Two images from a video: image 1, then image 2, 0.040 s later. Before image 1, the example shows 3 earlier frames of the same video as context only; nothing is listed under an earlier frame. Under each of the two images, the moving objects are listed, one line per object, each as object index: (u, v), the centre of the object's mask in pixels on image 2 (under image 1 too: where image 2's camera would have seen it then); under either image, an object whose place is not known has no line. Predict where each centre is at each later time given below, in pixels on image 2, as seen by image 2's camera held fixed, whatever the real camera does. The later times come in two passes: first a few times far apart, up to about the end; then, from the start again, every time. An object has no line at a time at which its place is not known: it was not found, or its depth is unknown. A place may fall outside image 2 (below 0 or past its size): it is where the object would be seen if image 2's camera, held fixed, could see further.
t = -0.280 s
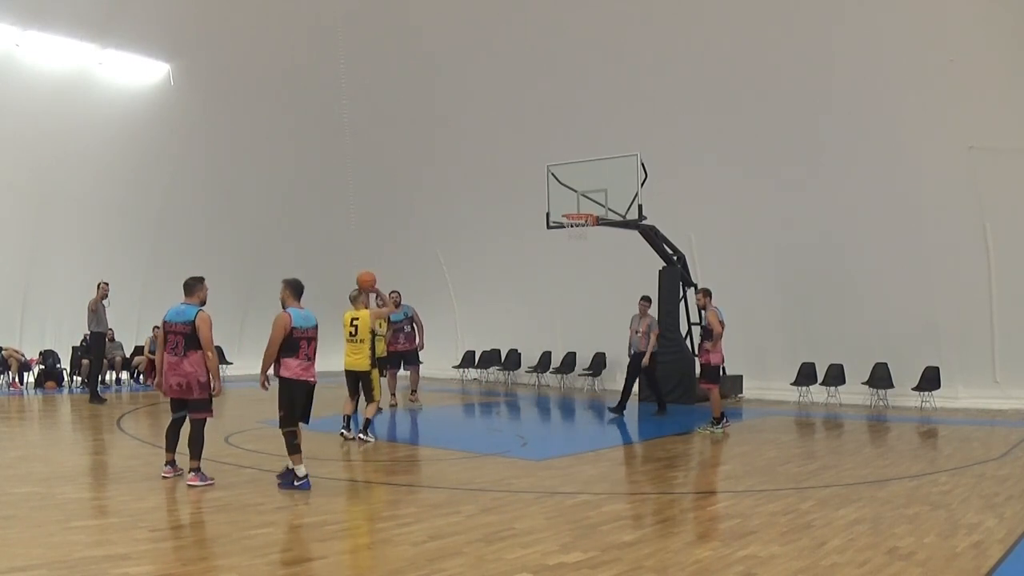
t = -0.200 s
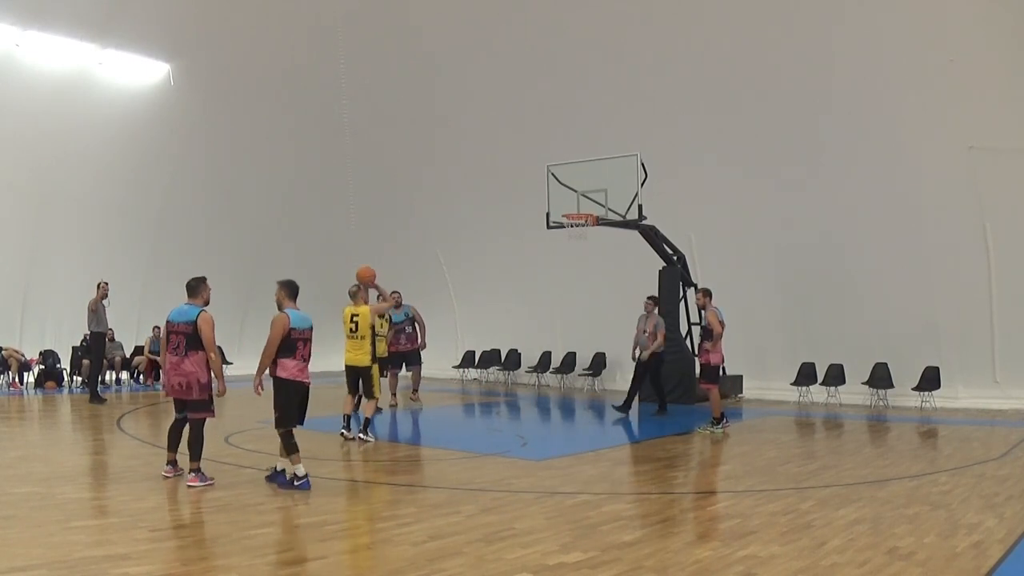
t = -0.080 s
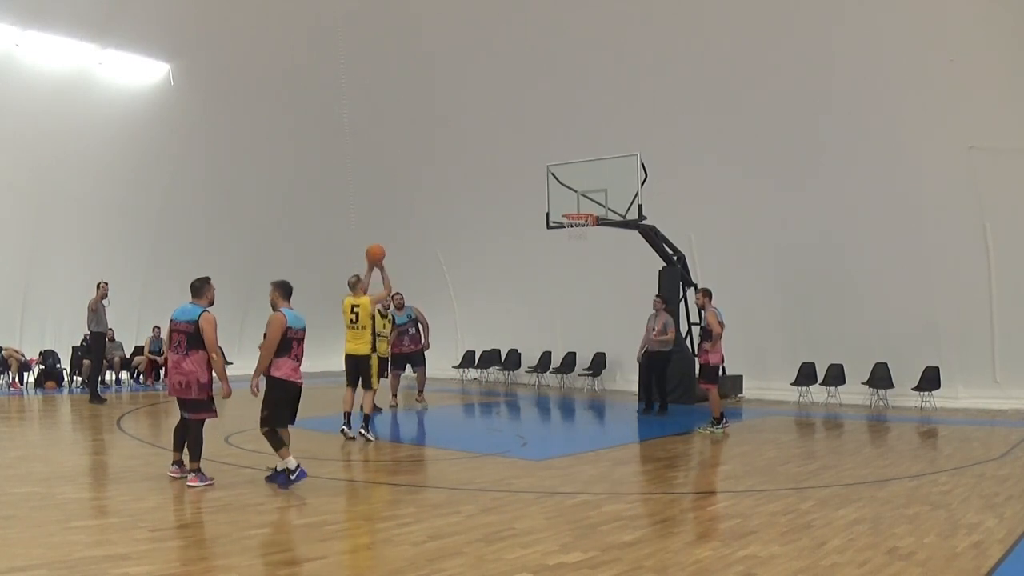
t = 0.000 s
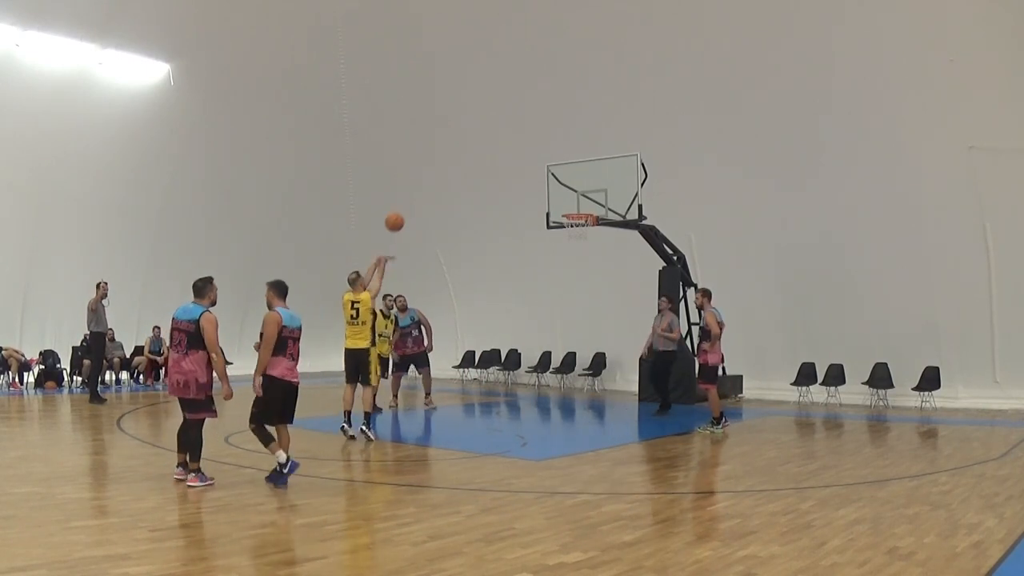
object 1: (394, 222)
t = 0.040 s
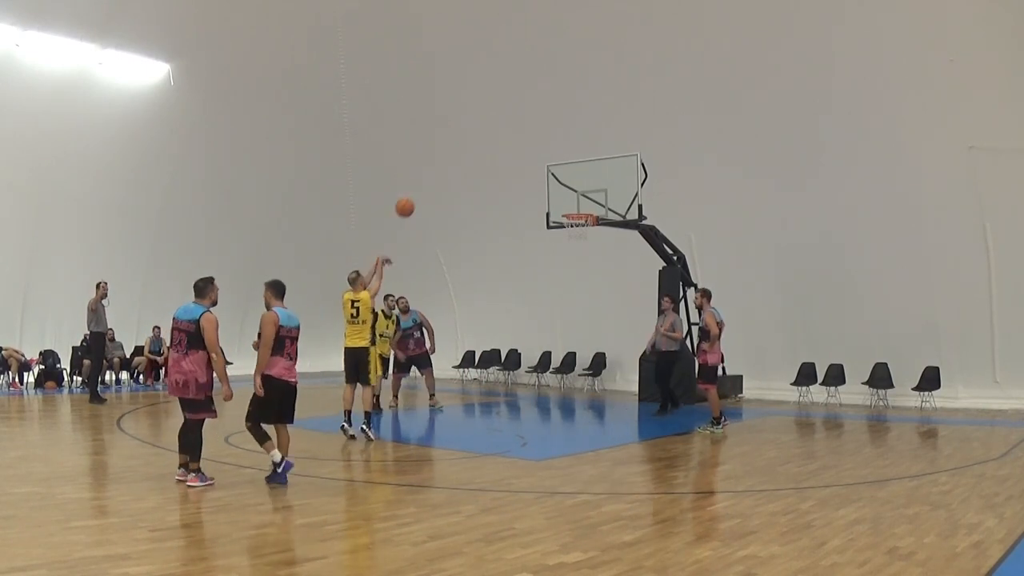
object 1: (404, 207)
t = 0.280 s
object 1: (461, 153)
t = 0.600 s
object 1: (523, 150)
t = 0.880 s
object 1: (569, 200)
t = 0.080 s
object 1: (415, 195)
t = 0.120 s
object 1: (424, 183)
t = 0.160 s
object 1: (434, 174)
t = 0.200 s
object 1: (443, 165)
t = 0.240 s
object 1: (452, 159)
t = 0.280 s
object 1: (461, 153)
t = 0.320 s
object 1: (469, 149)
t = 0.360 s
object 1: (478, 145)
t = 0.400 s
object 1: (486, 143)
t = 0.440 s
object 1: (494, 142)
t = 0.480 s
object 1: (501, 143)
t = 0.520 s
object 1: (509, 144)
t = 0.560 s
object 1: (516, 147)
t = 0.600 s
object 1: (523, 150)
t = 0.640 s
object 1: (531, 154)
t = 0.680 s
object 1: (537, 160)
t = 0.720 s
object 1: (544, 166)
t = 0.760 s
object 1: (551, 173)
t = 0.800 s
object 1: (557, 181)
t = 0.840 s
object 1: (563, 191)
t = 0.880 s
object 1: (569, 200)
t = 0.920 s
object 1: (576, 210)
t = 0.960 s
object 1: (580, 207)
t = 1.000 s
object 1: (584, 203)
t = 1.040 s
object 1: (588, 200)
